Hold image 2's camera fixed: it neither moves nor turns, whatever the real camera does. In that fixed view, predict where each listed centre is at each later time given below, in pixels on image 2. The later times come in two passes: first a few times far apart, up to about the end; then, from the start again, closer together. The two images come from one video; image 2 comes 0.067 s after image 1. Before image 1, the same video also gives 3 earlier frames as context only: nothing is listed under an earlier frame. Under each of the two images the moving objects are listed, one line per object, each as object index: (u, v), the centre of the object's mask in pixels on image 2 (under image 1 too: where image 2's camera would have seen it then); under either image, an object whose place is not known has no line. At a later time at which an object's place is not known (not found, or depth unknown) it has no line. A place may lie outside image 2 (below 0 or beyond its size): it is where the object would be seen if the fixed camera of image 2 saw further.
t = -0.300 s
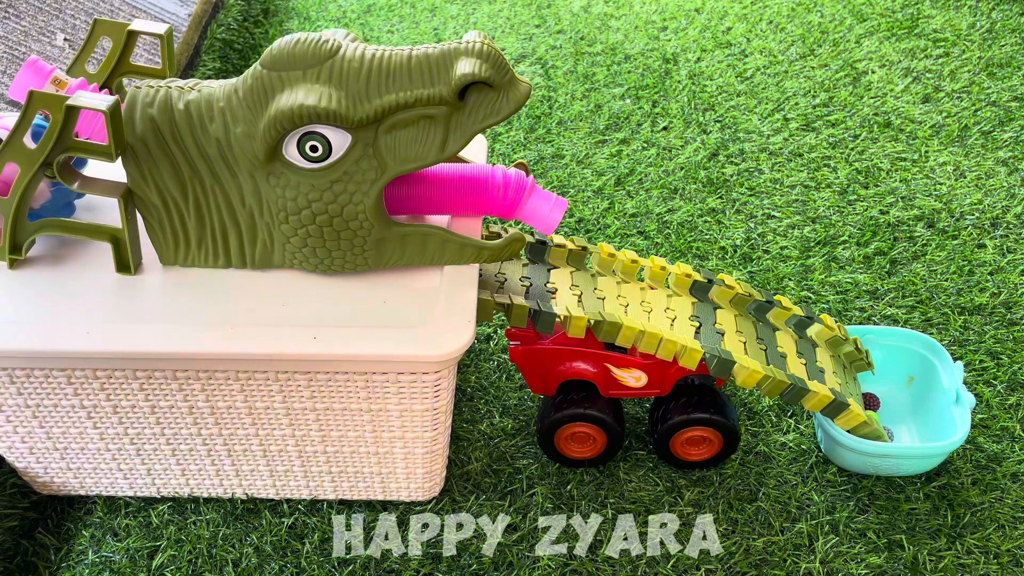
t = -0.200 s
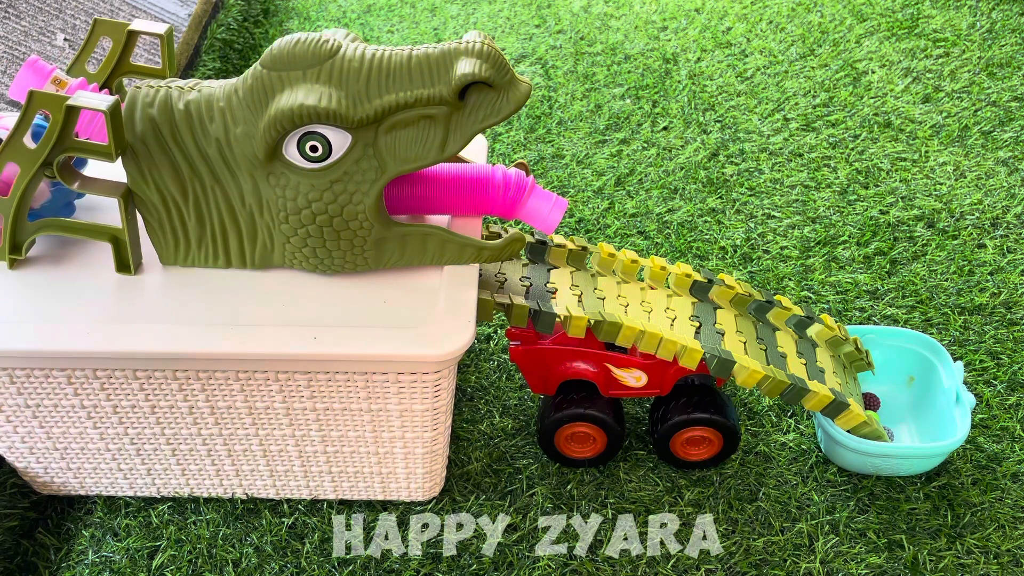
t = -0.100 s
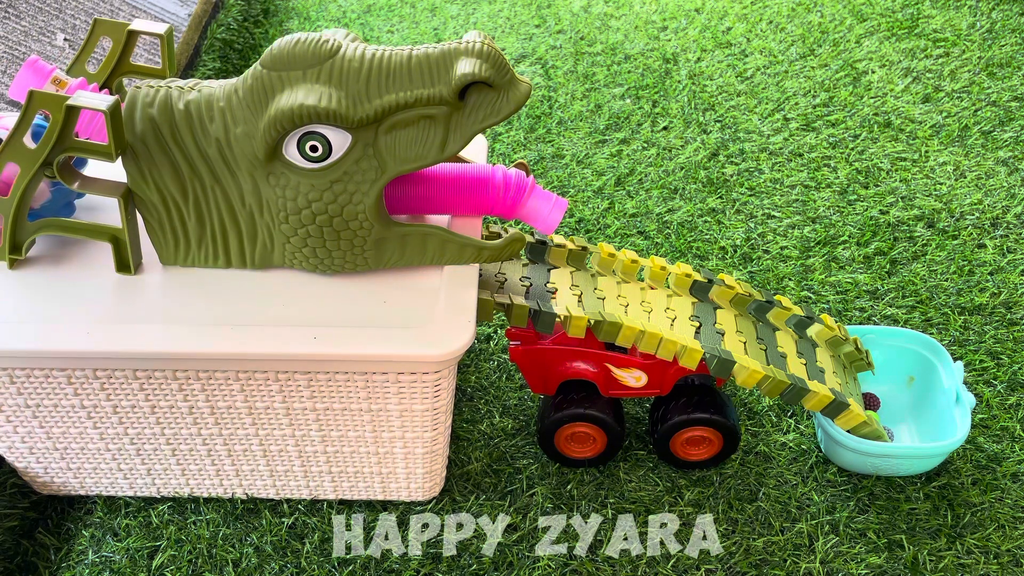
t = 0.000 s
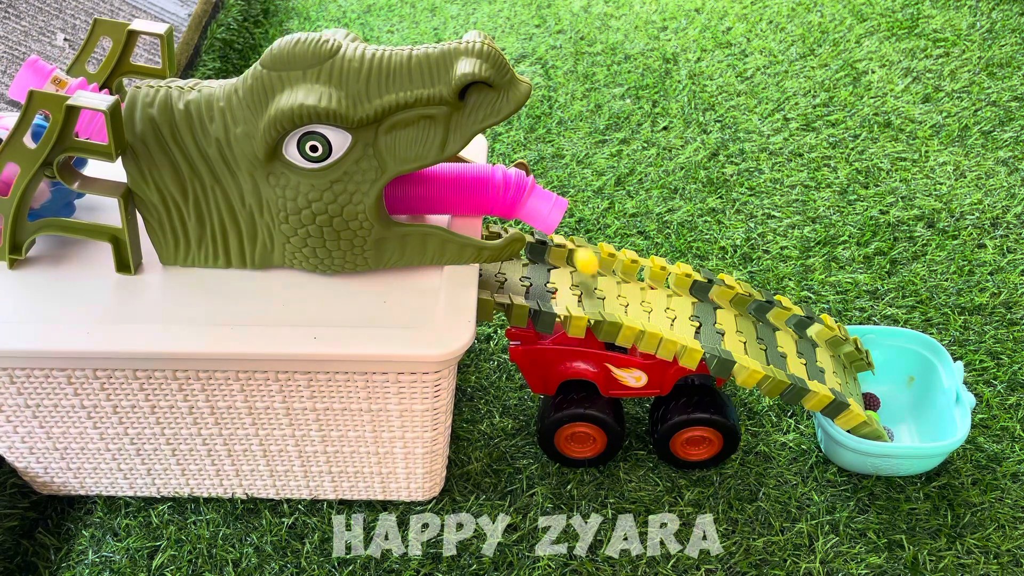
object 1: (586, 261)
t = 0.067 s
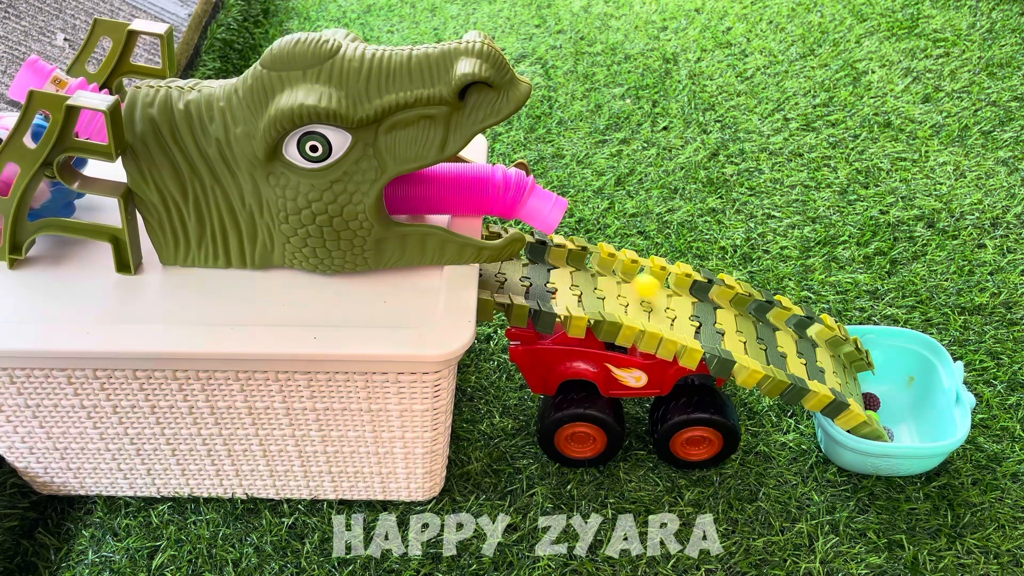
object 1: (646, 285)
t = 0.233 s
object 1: (822, 352)
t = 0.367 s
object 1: (873, 401)
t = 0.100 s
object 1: (681, 298)
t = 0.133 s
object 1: (717, 301)
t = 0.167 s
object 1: (752, 313)
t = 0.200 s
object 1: (783, 335)
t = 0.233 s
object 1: (822, 352)
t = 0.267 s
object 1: (862, 369)
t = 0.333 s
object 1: (898, 409)
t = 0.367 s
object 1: (873, 401)
